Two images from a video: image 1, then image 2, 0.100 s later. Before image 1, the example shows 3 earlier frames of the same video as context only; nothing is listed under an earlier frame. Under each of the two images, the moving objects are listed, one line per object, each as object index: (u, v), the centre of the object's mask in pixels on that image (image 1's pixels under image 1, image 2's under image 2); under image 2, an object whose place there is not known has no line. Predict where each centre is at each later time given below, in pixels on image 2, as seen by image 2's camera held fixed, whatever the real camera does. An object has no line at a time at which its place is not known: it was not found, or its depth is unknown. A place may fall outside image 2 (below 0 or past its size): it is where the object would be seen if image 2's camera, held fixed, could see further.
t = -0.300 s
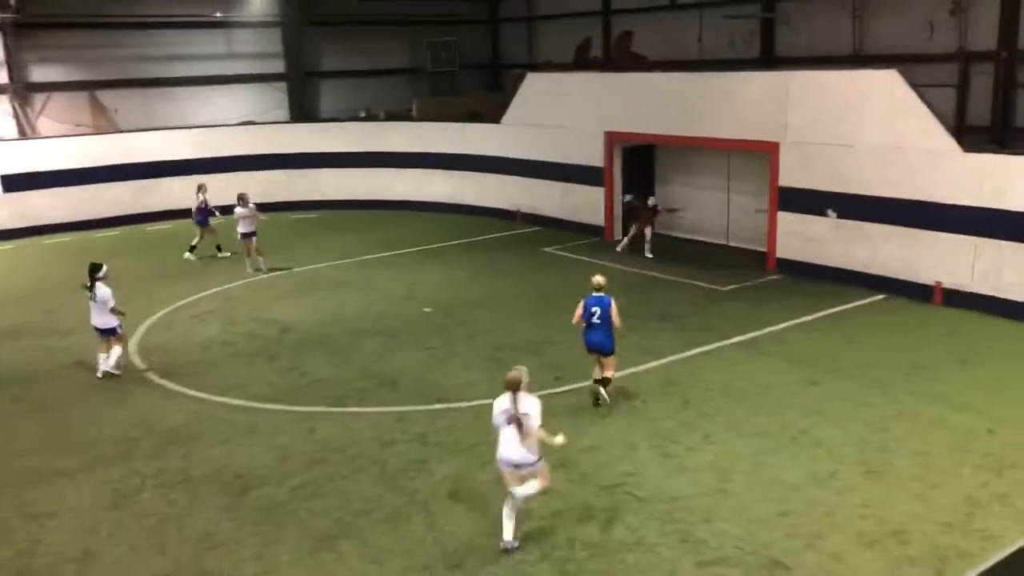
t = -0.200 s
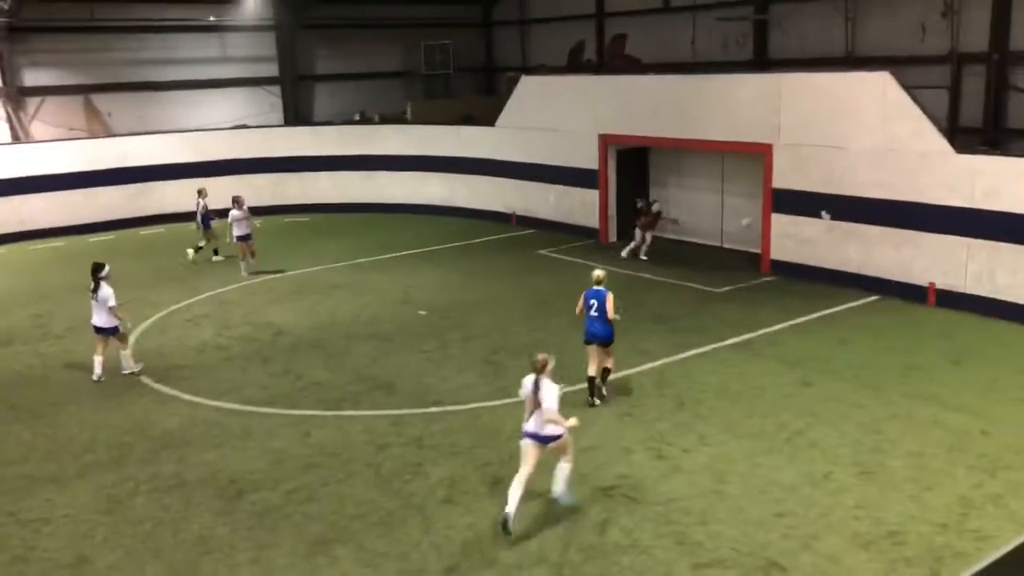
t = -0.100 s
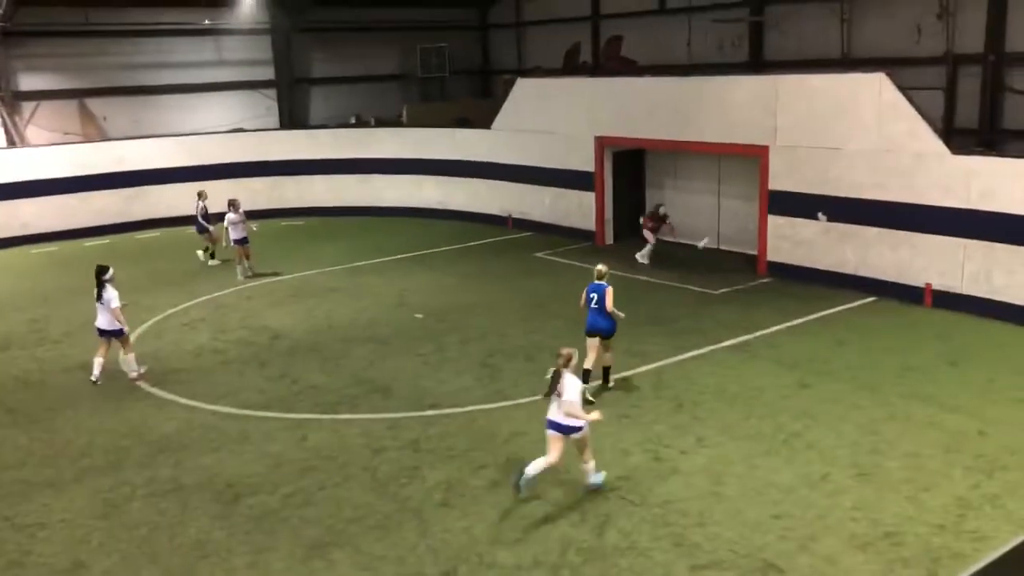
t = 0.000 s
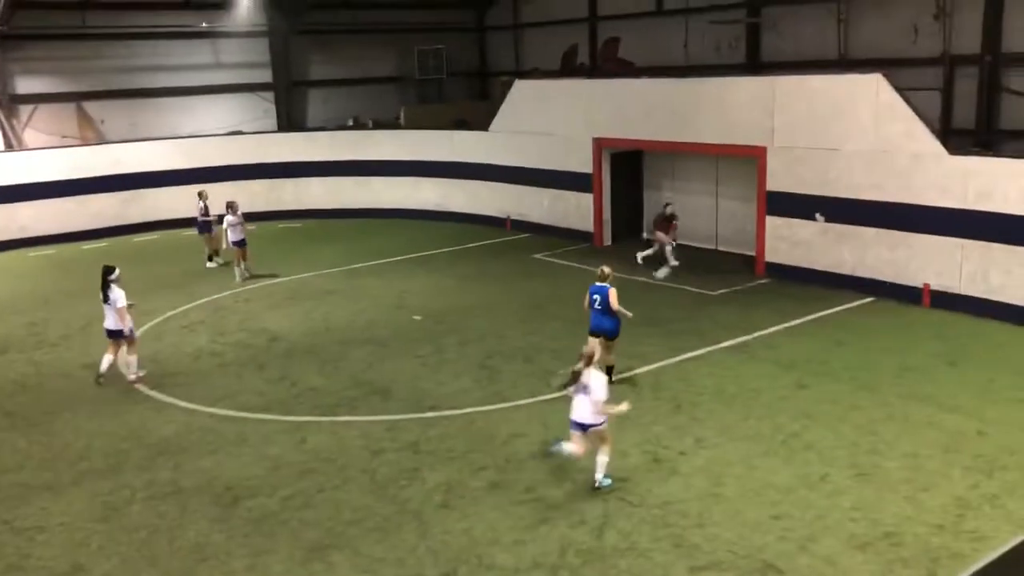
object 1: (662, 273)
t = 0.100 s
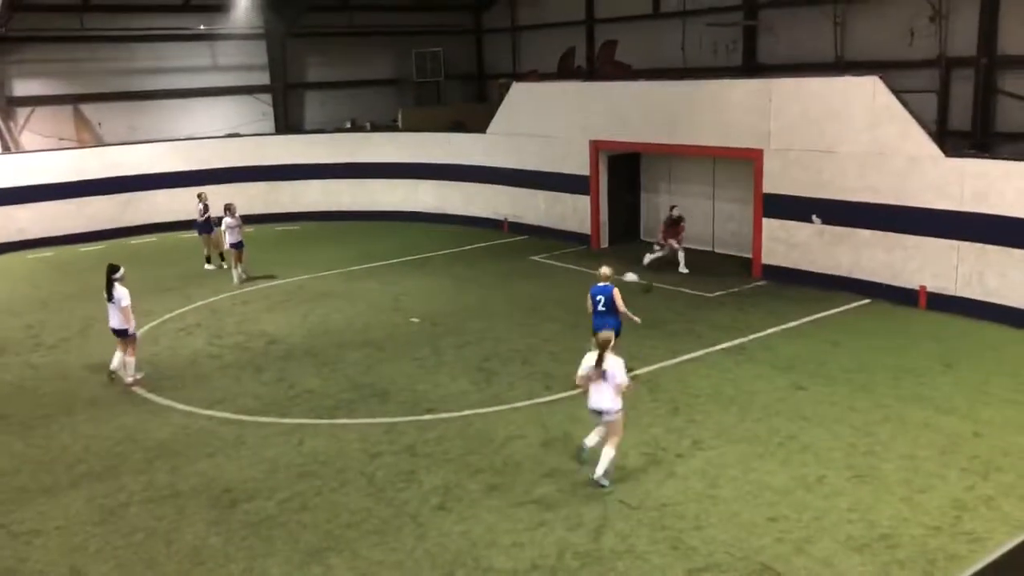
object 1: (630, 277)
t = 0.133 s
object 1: (622, 273)
